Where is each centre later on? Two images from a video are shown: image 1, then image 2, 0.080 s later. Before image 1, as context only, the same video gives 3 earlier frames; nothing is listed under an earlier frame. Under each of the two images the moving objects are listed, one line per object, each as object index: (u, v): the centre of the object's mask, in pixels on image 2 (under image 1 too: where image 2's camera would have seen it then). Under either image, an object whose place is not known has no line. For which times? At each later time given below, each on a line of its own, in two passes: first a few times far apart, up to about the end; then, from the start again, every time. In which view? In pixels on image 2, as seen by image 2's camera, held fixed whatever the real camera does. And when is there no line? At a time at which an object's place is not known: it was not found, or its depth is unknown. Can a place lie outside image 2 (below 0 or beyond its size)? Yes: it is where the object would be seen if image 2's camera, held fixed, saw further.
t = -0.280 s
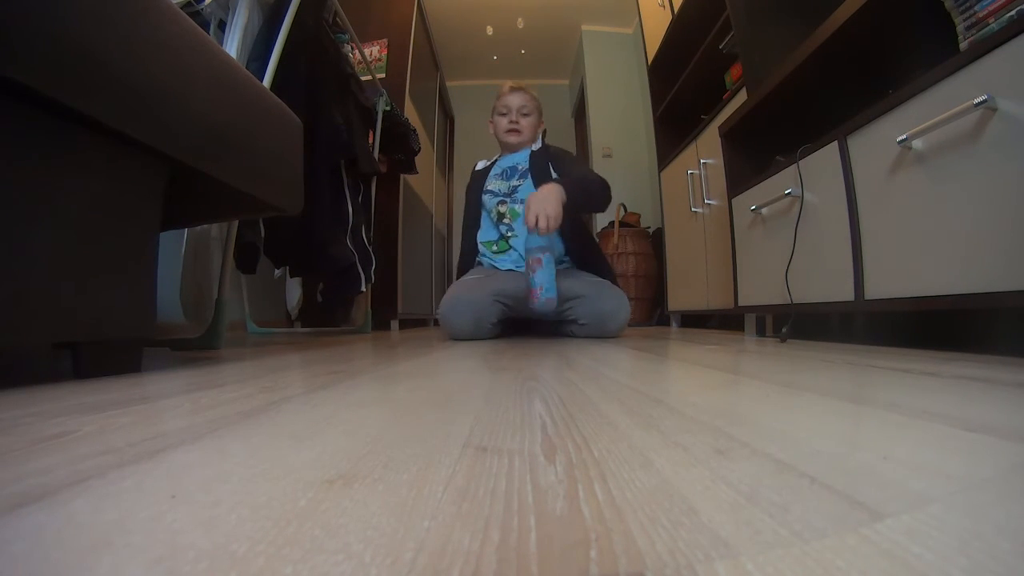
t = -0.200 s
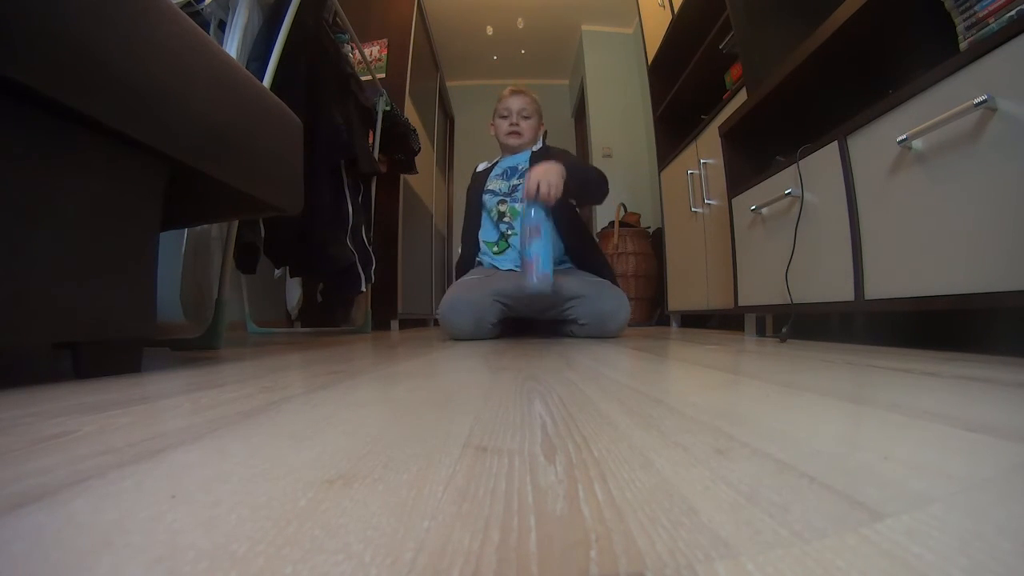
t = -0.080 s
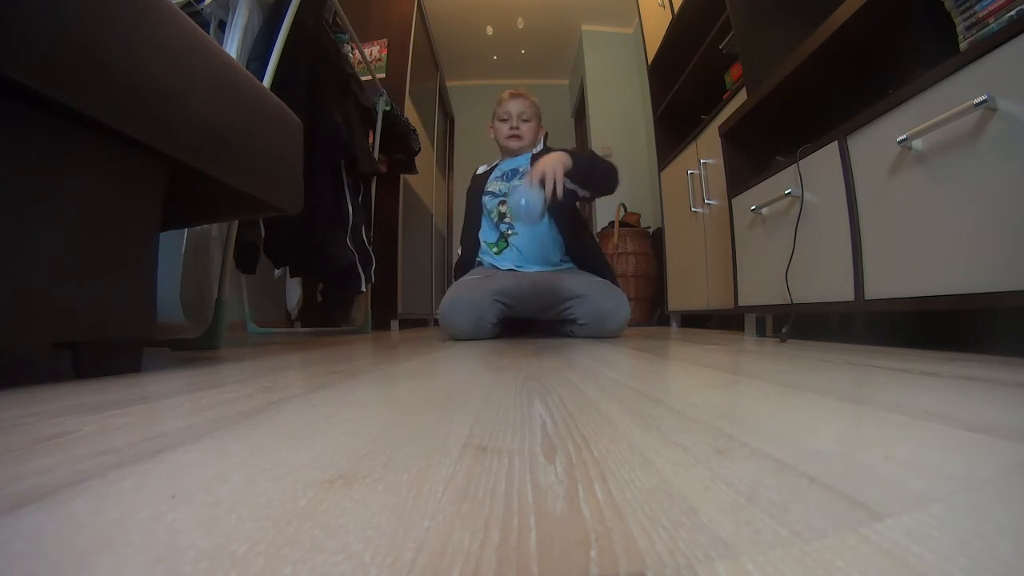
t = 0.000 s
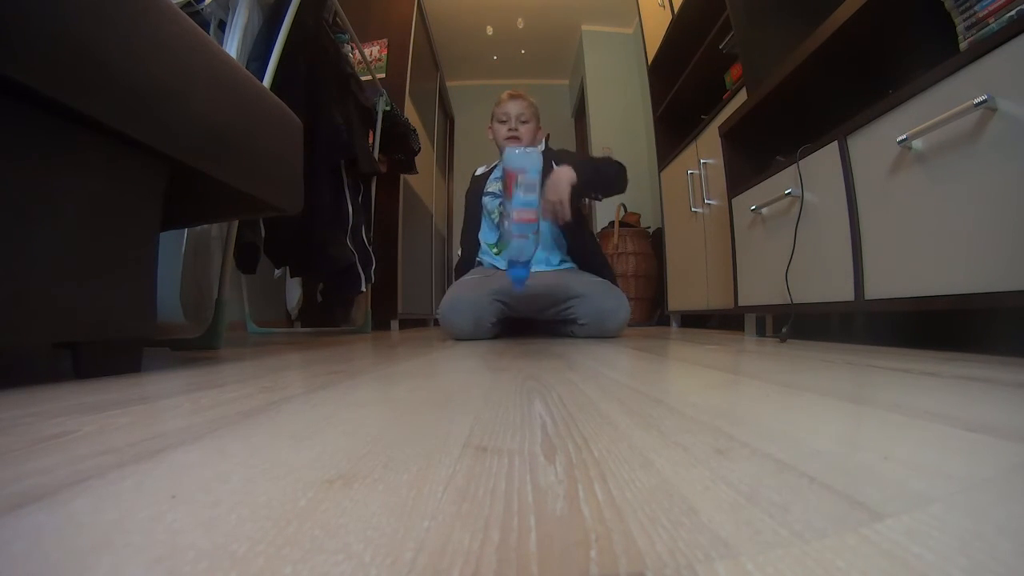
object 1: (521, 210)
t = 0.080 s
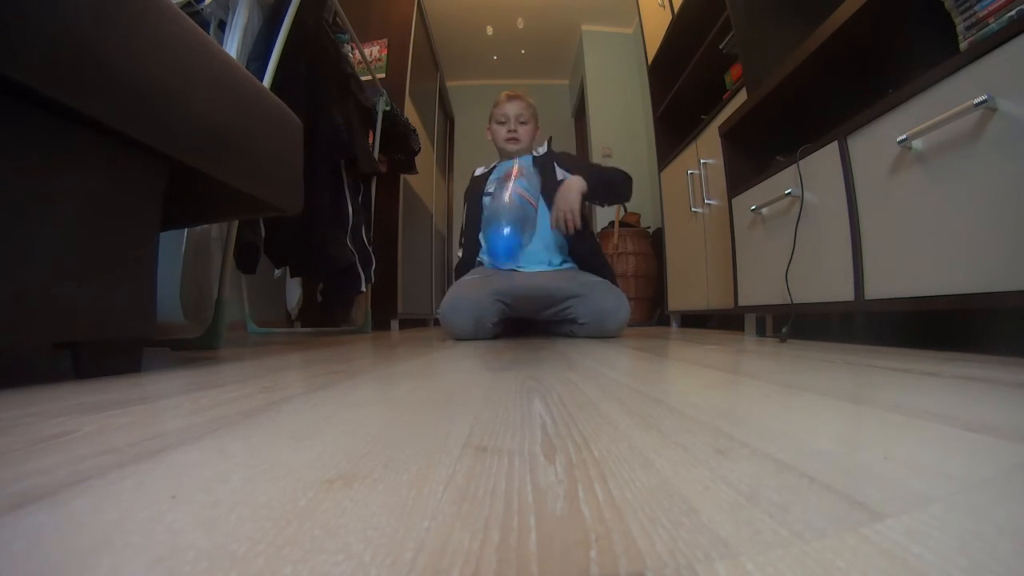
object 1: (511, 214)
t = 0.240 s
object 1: (499, 332)
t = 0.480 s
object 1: (515, 341)
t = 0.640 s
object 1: (515, 341)
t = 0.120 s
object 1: (507, 223)
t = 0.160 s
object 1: (505, 255)
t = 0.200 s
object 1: (502, 286)
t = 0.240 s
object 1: (499, 332)
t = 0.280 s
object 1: (498, 333)
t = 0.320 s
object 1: (500, 334)
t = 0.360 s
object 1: (504, 336)
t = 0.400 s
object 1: (509, 341)
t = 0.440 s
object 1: (515, 341)
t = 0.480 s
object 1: (515, 341)
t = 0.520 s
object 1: (517, 341)
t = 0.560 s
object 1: (517, 341)
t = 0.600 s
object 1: (516, 341)
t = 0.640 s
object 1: (515, 341)
